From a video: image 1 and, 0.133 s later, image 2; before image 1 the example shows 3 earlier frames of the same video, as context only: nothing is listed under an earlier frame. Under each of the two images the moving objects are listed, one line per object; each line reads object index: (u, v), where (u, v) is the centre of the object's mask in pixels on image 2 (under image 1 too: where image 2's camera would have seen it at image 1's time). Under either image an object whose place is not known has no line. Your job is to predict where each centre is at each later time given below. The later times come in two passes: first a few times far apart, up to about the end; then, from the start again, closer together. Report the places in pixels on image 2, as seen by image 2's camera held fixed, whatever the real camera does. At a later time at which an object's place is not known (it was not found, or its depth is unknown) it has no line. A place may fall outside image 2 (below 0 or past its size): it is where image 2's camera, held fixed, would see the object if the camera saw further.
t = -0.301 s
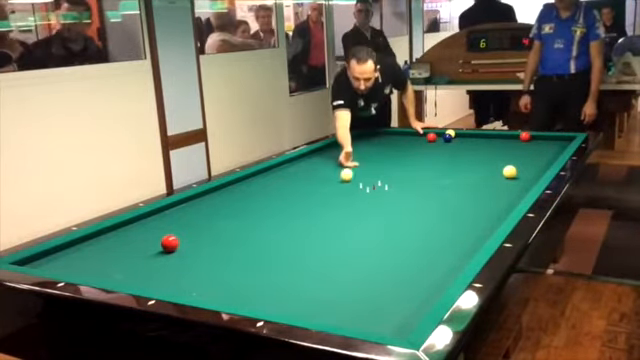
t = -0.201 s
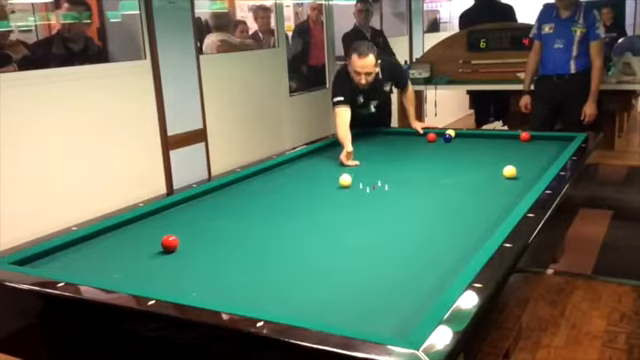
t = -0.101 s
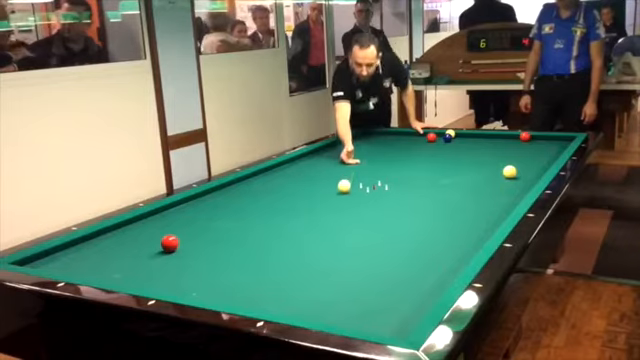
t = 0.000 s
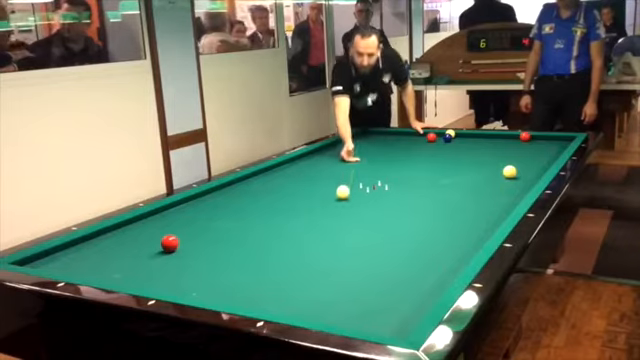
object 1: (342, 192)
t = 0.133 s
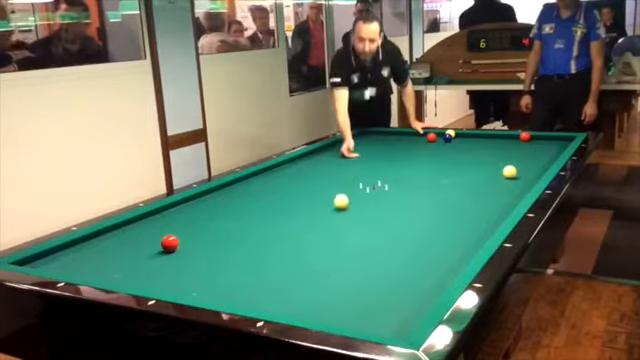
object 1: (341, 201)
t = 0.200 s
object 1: (340, 206)
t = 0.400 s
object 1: (337, 222)
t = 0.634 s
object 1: (332, 245)
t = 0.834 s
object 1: (327, 269)
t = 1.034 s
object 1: (321, 300)
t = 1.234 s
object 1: (337, 309)
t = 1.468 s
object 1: (384, 292)
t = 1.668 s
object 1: (418, 282)
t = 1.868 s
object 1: (448, 272)
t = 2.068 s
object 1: (450, 262)
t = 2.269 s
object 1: (450, 252)
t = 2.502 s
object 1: (450, 241)
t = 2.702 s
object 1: (450, 233)
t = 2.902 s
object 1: (450, 225)
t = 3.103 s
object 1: (450, 218)
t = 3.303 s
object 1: (450, 212)
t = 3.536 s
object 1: (450, 206)
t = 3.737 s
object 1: (449, 201)
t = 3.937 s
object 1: (449, 196)
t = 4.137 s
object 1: (449, 192)
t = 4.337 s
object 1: (449, 187)
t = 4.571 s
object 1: (449, 183)
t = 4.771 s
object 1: (448, 179)
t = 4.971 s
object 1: (448, 176)
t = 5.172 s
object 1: (448, 173)
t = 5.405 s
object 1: (448, 169)
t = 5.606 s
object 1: (448, 167)
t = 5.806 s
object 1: (448, 164)
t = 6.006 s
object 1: (447, 162)
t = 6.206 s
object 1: (447, 160)
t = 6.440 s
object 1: (447, 157)
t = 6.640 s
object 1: (447, 155)
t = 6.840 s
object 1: (447, 154)
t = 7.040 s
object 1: (447, 152)
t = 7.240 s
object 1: (447, 151)
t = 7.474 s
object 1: (447, 148)
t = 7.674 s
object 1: (447, 147)
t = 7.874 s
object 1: (447, 146)
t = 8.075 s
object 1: (446, 145)
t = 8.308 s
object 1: (447, 144)
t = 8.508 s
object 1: (446, 143)
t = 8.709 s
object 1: (446, 142)
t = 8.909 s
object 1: (446, 141)
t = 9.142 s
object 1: (446, 140)
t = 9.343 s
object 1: (446, 139)
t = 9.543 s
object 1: (446, 139)
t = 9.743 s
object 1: (446, 138)
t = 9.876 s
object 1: (446, 138)
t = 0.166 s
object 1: (340, 203)
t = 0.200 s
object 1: (340, 206)
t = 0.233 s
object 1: (339, 209)
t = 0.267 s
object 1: (339, 211)
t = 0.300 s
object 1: (338, 214)
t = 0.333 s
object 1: (338, 217)
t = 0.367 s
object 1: (337, 219)
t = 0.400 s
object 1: (337, 222)
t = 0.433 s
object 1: (336, 225)
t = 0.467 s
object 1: (335, 229)
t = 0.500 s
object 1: (335, 232)
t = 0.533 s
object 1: (334, 235)
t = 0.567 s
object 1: (334, 238)
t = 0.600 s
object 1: (332, 242)
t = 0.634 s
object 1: (332, 245)
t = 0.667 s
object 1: (331, 249)
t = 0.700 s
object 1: (330, 253)
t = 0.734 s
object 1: (330, 256)
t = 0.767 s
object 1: (329, 261)
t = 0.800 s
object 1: (328, 265)
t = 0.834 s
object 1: (327, 269)
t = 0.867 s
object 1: (326, 274)
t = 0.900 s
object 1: (325, 278)
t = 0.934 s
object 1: (324, 283)
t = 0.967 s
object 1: (323, 288)
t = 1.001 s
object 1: (322, 294)
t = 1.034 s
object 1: (321, 300)
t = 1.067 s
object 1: (320, 305)
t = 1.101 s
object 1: (319, 309)
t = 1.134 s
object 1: (318, 313)
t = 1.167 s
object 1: (322, 314)
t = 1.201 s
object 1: (330, 311)
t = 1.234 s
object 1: (337, 309)
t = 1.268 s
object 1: (346, 305)
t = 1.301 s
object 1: (352, 303)
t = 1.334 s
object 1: (359, 300)
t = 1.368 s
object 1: (366, 298)
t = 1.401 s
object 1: (372, 296)
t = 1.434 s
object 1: (378, 294)
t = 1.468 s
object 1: (384, 292)
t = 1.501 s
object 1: (390, 290)
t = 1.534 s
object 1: (396, 289)
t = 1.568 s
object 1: (402, 287)
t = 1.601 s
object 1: (407, 285)
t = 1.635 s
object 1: (413, 284)
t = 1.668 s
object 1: (418, 282)
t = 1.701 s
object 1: (423, 281)
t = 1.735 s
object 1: (429, 279)
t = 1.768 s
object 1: (434, 277)
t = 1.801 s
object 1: (439, 276)
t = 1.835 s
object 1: (443, 274)
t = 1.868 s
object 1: (448, 272)
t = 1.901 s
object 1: (450, 270)
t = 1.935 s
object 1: (450, 269)
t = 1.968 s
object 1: (450, 267)
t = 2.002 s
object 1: (450, 265)
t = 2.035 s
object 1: (450, 264)
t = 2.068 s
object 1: (450, 262)
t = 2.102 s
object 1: (450, 260)
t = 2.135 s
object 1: (450, 259)
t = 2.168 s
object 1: (450, 257)
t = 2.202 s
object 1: (450, 255)
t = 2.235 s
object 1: (450, 253)
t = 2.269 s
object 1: (450, 252)
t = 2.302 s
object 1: (450, 250)
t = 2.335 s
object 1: (450, 249)
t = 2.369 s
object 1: (450, 247)
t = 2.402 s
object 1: (450, 246)
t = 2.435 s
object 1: (450, 244)
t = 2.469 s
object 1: (450, 242)
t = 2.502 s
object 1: (450, 241)
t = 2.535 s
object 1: (450, 240)
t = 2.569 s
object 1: (450, 238)
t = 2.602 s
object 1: (450, 237)
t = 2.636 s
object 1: (450, 235)
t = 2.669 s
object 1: (450, 234)
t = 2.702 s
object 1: (450, 233)
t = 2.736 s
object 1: (450, 231)
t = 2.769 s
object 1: (450, 230)
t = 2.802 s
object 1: (450, 229)
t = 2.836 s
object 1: (450, 228)
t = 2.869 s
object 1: (450, 227)
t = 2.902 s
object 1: (450, 225)
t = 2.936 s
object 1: (450, 224)
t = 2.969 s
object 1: (450, 223)
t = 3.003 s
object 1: (450, 222)
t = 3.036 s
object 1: (450, 221)
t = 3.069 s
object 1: (450, 220)
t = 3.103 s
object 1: (450, 218)
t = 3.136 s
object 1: (450, 218)
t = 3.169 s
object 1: (450, 217)
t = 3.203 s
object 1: (450, 215)
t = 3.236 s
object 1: (450, 214)
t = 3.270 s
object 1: (450, 213)
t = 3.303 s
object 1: (450, 212)
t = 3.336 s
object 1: (450, 211)
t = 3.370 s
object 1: (450, 210)
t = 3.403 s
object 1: (450, 209)
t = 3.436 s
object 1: (450, 208)
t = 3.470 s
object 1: (450, 207)
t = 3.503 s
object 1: (450, 206)
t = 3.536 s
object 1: (450, 206)
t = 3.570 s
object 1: (450, 205)
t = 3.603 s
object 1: (450, 204)
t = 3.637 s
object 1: (450, 203)
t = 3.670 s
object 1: (450, 202)
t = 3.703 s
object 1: (449, 201)
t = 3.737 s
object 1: (449, 201)
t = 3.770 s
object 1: (449, 200)
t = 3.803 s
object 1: (449, 199)
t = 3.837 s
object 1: (449, 198)
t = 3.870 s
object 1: (449, 197)
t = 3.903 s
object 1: (449, 197)
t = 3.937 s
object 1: (449, 196)
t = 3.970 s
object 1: (449, 195)
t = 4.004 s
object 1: (449, 194)
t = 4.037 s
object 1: (449, 194)
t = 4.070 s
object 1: (449, 193)
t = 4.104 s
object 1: (449, 192)
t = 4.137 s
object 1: (449, 192)
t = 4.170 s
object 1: (449, 191)
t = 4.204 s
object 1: (449, 190)
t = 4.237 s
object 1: (449, 189)
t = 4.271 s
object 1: (449, 189)
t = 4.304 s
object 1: (449, 188)
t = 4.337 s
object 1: (449, 187)
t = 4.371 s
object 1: (449, 187)
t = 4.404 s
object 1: (449, 186)
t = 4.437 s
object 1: (449, 185)
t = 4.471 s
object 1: (449, 185)
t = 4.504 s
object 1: (449, 184)
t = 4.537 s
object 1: (449, 183)
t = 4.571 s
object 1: (449, 183)
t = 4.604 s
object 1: (449, 182)
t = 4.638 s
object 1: (449, 182)
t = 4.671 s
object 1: (449, 181)
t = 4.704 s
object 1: (449, 181)
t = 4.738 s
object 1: (448, 180)
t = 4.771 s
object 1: (448, 179)
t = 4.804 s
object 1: (448, 179)
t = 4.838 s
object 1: (448, 178)
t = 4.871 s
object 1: (448, 178)
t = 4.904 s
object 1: (448, 177)
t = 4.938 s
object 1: (448, 176)
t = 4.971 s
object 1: (448, 176)
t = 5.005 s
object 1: (448, 176)
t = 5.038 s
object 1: (448, 175)
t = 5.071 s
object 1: (448, 175)
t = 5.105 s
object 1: (448, 174)
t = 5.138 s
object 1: (448, 173)
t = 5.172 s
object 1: (448, 173)
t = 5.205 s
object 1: (448, 173)
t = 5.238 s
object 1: (448, 172)
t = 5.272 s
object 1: (448, 172)
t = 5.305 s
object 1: (448, 171)
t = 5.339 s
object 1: (448, 170)
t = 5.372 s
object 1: (448, 170)
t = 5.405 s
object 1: (448, 169)
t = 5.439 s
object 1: (448, 169)
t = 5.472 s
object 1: (448, 169)
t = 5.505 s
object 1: (448, 168)
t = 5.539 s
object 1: (448, 168)
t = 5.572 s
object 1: (448, 167)
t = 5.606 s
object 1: (448, 167)
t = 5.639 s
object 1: (448, 166)
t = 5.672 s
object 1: (448, 166)
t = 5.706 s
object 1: (448, 166)
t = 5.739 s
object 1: (447, 165)
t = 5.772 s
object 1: (448, 165)
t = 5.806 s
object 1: (448, 164)
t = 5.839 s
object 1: (448, 164)
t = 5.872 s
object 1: (448, 164)
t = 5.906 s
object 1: (448, 163)
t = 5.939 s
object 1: (448, 163)
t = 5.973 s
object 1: (448, 162)
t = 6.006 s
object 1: (447, 162)
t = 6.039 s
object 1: (448, 162)
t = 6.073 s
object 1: (448, 161)
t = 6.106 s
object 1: (447, 161)
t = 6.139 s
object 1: (447, 160)
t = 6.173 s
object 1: (447, 160)
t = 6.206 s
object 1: (447, 160)
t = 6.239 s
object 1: (447, 160)
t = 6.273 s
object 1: (448, 159)
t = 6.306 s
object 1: (447, 159)
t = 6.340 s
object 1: (447, 158)
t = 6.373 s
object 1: (447, 158)
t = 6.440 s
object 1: (447, 157)
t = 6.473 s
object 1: (447, 157)
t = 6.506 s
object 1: (447, 157)
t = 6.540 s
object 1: (447, 156)
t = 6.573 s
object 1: (447, 156)
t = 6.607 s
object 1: (447, 156)
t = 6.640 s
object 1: (447, 155)
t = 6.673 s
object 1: (447, 155)
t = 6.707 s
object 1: (447, 155)
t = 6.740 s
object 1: (447, 155)
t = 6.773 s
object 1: (447, 154)
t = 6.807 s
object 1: (447, 154)
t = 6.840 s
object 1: (447, 154)
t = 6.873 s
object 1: (447, 154)
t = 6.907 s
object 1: (447, 153)
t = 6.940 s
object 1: (447, 153)
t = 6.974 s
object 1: (447, 153)
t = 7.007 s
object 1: (447, 153)
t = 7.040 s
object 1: (447, 152)
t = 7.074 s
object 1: (447, 152)
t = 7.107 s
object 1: (447, 152)
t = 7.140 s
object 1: (447, 151)
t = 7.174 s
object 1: (447, 151)
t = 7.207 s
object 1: (447, 151)
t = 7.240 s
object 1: (447, 151)
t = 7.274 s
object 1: (447, 150)
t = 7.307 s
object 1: (447, 150)
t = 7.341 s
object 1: (447, 150)
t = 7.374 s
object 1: (447, 149)
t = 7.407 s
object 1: (447, 149)
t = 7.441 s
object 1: (447, 149)
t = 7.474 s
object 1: (447, 148)
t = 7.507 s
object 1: (447, 148)
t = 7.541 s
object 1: (447, 148)
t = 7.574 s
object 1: (447, 148)
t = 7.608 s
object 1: (447, 148)
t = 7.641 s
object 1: (447, 148)
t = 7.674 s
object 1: (447, 147)
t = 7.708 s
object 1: (447, 147)
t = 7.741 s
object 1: (447, 147)
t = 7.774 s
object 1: (447, 147)
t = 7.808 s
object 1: (447, 146)
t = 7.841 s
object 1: (447, 146)
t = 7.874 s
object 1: (447, 146)
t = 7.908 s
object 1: (447, 146)
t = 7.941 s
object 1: (447, 146)
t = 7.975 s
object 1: (447, 146)
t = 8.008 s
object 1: (446, 145)
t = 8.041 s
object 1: (447, 145)
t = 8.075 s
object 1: (446, 145)
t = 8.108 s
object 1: (447, 145)
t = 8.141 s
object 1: (446, 144)
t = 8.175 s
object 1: (446, 144)
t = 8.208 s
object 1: (446, 144)
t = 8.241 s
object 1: (447, 144)
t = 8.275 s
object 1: (447, 144)
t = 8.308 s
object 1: (447, 144)
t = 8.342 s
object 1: (447, 144)
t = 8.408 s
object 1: (446, 143)
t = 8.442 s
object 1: (446, 143)
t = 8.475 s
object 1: (446, 143)
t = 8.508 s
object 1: (446, 143)
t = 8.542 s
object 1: (447, 143)
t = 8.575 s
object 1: (447, 143)
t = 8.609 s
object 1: (447, 143)
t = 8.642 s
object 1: (446, 142)
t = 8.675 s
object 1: (446, 142)
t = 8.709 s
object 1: (446, 142)
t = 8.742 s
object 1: (446, 142)
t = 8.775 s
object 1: (446, 142)
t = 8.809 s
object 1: (446, 141)
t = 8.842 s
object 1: (446, 141)
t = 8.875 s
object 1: (446, 141)
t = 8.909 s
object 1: (446, 141)
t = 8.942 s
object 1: (446, 141)
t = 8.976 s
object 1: (446, 141)
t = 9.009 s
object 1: (446, 141)
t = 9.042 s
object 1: (446, 141)
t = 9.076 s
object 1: (446, 140)
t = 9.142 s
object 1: (446, 140)
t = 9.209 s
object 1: (446, 140)
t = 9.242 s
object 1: (446, 139)
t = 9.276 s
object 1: (446, 139)
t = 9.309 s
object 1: (446, 139)
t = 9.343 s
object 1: (446, 139)
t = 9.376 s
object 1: (446, 139)
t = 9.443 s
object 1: (446, 139)
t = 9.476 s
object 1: (446, 139)
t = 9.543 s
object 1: (446, 139)
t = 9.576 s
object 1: (446, 139)
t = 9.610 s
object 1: (446, 139)
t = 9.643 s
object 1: (446, 139)
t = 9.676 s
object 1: (446, 139)
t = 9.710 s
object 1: (446, 138)
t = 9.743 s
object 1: (446, 138)
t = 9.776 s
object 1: (446, 138)
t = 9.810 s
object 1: (446, 138)
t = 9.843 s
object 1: (446, 138)
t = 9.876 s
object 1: (446, 138)
